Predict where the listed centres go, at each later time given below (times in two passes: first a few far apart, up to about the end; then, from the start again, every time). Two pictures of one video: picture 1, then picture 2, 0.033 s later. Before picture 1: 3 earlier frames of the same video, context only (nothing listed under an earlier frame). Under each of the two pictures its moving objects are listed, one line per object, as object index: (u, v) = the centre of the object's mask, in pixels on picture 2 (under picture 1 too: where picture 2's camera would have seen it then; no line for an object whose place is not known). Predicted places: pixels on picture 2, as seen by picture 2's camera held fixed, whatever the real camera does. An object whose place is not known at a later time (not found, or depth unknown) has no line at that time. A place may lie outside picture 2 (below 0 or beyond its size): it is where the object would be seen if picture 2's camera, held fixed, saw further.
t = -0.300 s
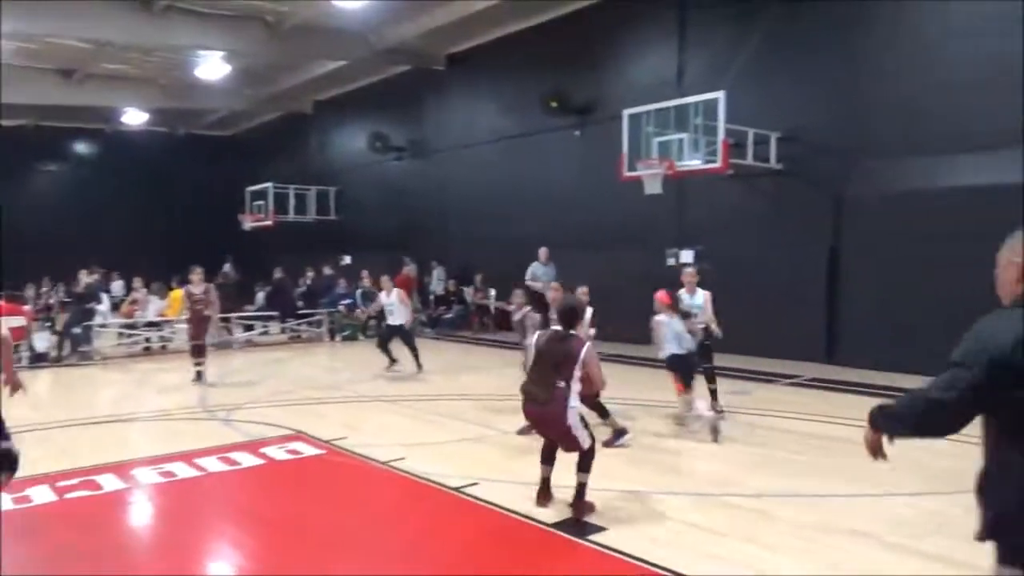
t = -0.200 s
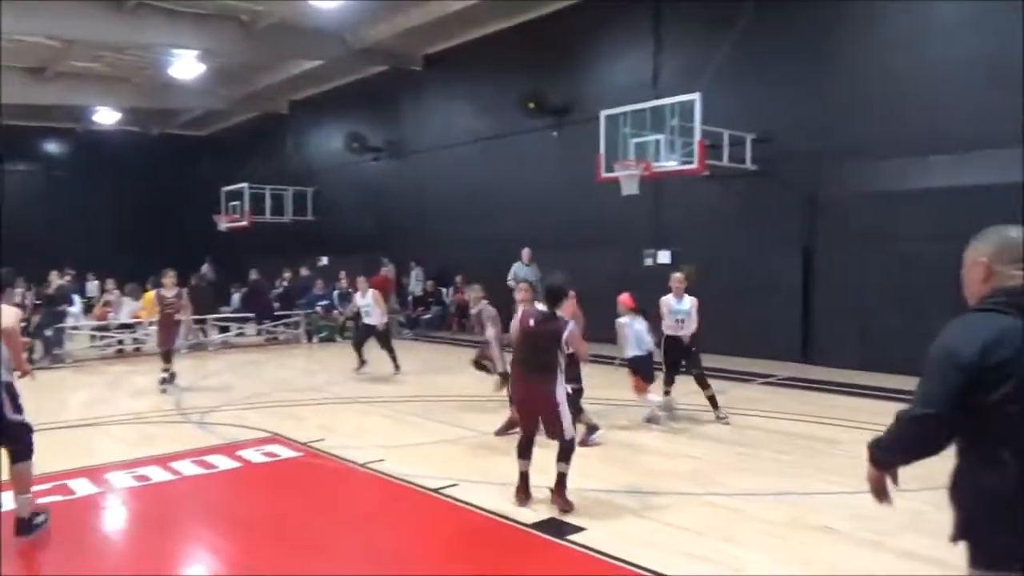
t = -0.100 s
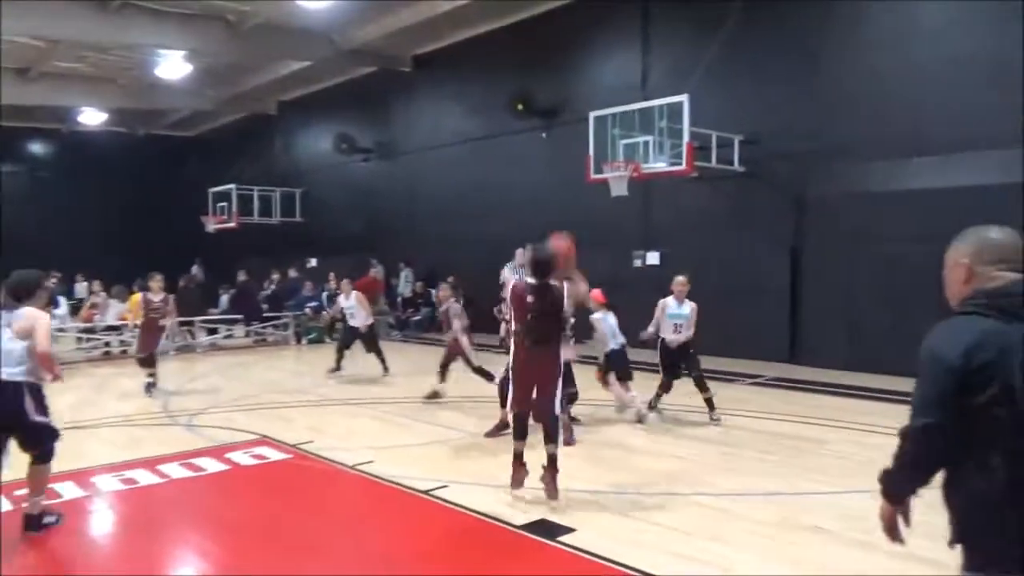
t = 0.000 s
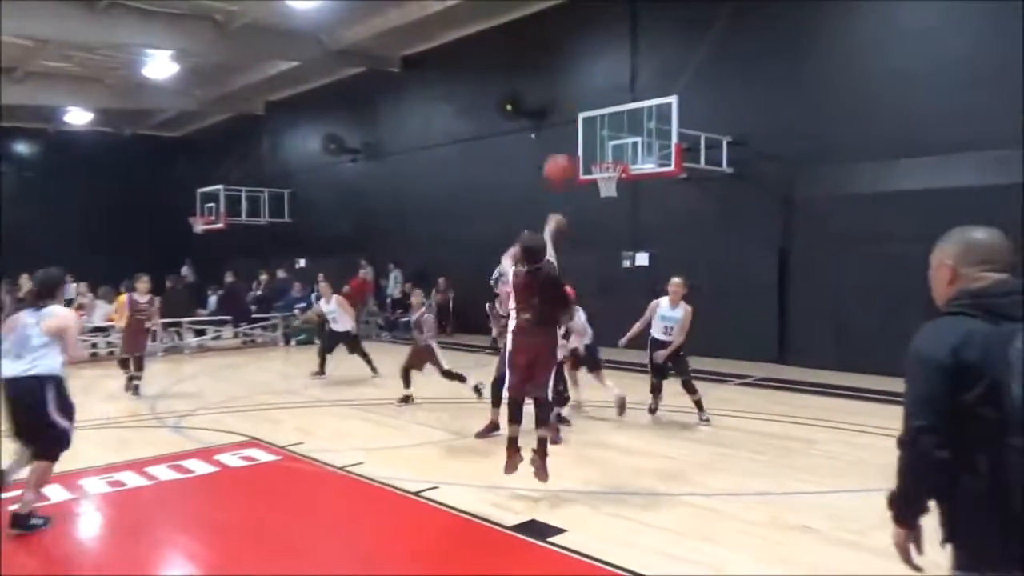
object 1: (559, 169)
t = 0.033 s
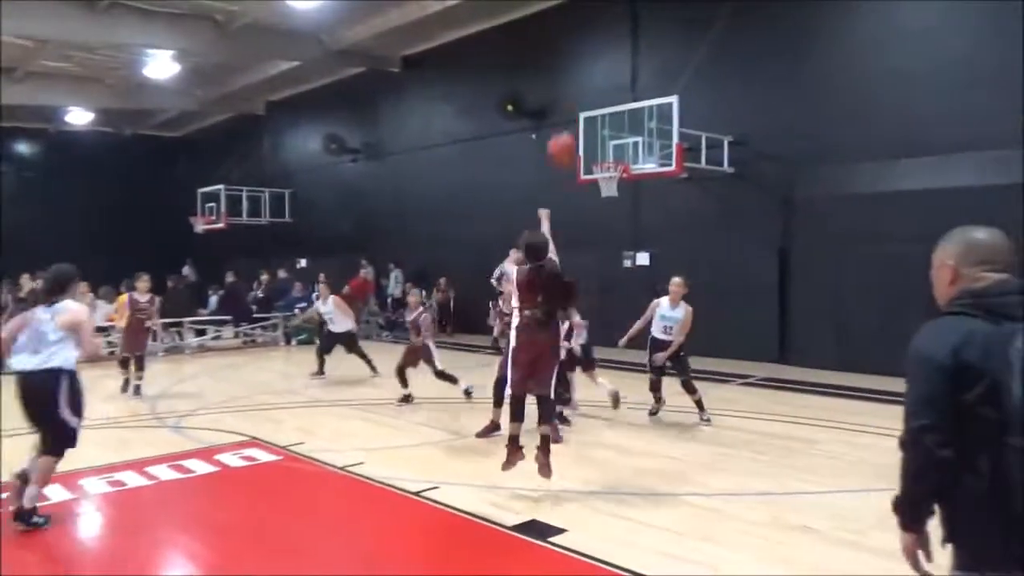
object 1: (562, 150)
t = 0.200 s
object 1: (574, 72)
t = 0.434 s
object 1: (587, 39)
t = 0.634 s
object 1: (596, 51)
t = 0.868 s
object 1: (605, 101)
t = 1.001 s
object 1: (610, 143)
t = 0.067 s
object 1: (564, 128)
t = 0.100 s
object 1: (565, 111)
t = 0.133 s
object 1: (569, 97)
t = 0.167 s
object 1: (572, 84)
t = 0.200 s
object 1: (574, 72)
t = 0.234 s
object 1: (576, 63)
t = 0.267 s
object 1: (578, 56)
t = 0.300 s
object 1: (581, 50)
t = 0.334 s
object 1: (582, 46)
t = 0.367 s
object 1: (584, 42)
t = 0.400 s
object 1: (586, 40)
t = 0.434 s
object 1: (587, 39)
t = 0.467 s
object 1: (589, 39)
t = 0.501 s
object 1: (591, 40)
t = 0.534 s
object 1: (592, 41)
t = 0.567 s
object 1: (594, 43)
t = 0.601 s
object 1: (595, 47)
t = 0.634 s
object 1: (596, 51)
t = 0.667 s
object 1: (598, 56)
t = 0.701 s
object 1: (600, 62)
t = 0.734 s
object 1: (600, 68)
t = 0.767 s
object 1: (602, 76)
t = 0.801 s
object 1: (603, 84)
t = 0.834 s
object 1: (604, 91)
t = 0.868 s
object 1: (605, 101)
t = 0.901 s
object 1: (606, 111)
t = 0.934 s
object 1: (607, 121)
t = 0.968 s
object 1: (609, 130)
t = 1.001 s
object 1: (610, 143)
